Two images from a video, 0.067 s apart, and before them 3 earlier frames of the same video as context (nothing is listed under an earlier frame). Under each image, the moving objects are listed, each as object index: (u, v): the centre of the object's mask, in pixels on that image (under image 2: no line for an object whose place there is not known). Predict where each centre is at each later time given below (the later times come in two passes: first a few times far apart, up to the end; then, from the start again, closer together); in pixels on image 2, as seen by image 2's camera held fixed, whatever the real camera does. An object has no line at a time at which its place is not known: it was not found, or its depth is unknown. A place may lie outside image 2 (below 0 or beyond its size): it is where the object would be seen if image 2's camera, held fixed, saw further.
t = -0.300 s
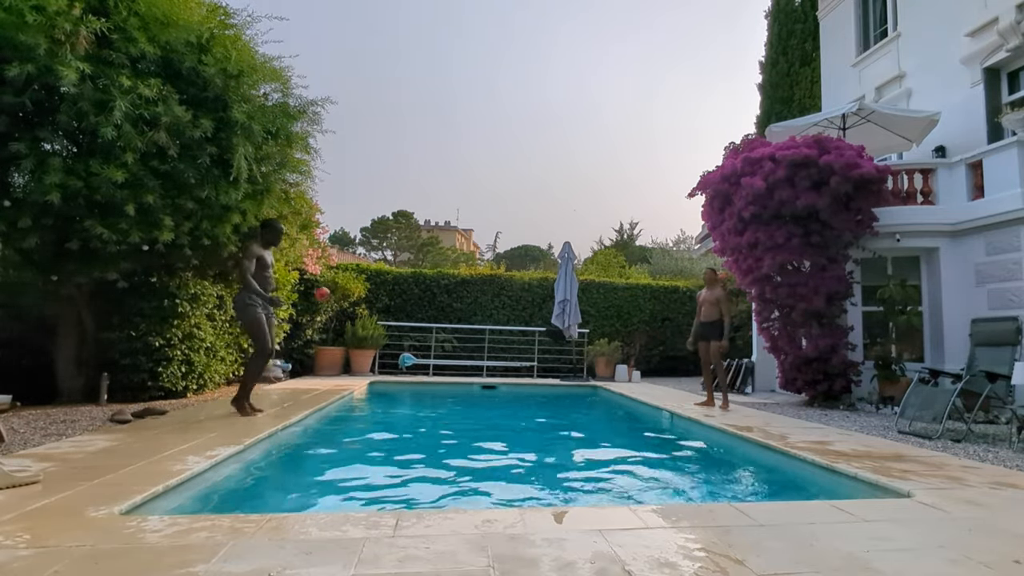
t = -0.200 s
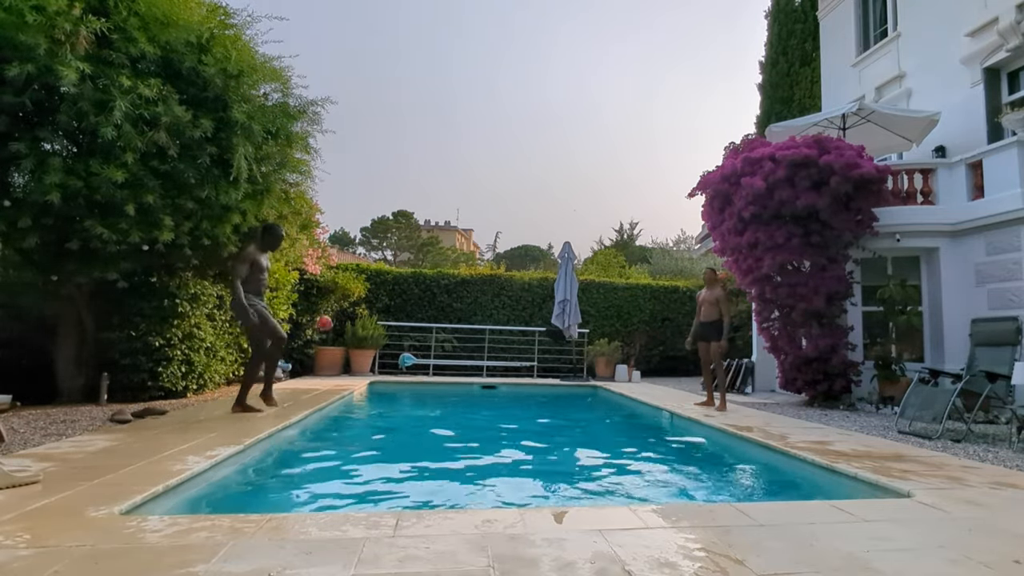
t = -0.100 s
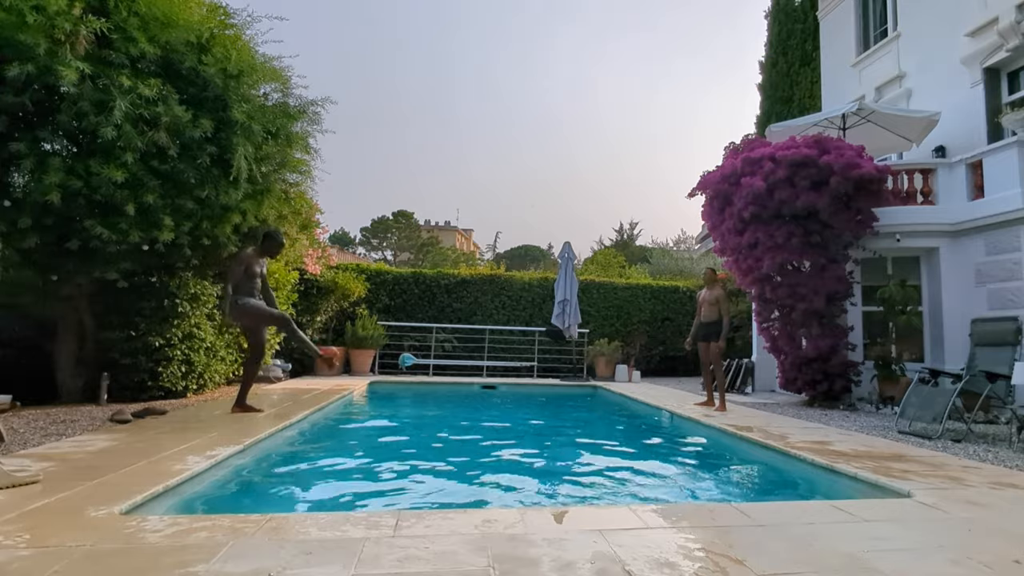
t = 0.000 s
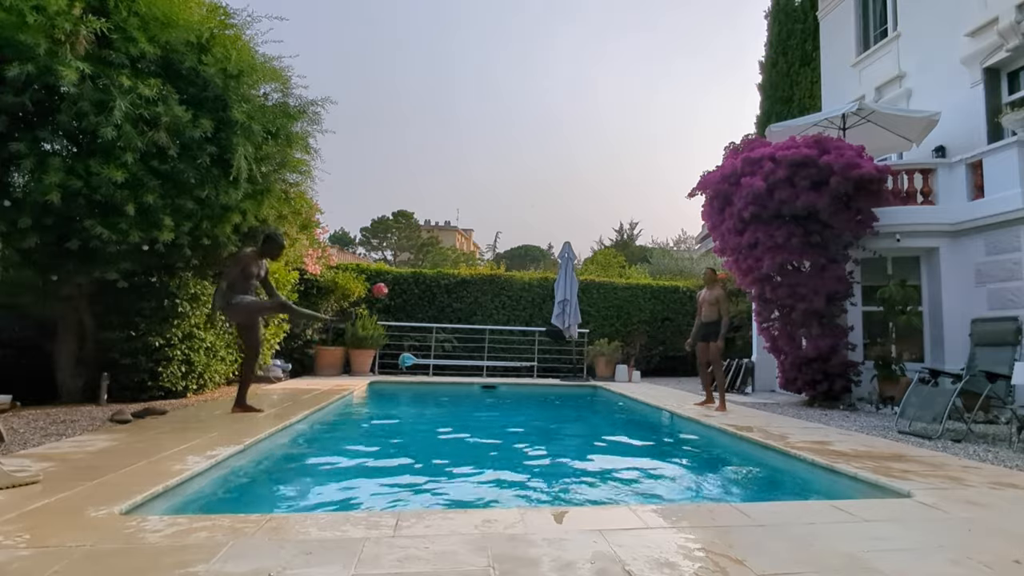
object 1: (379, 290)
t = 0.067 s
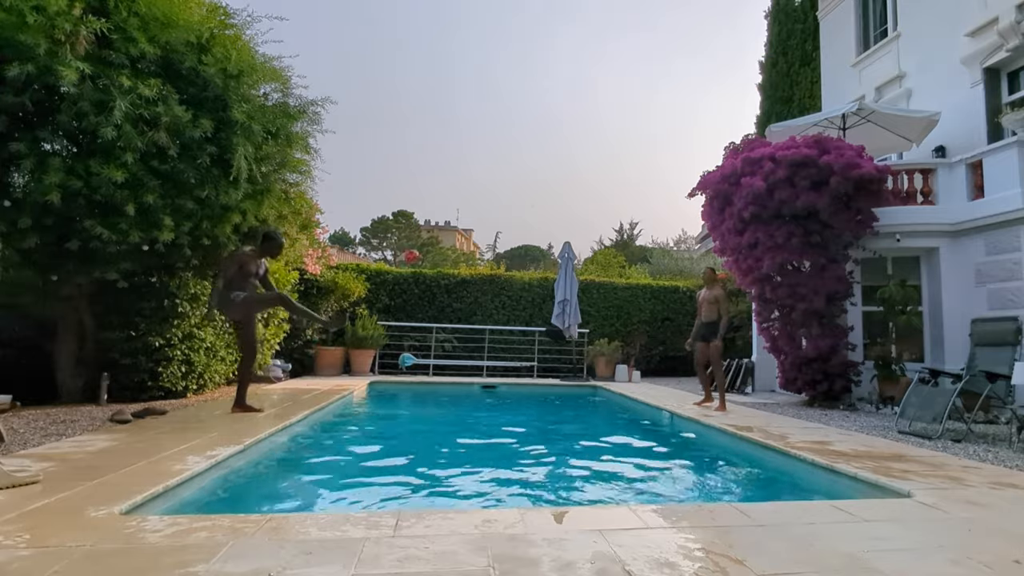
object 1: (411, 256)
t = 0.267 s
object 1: (495, 187)
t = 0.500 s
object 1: (584, 160)
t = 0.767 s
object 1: (675, 191)
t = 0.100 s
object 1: (426, 242)
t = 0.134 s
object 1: (440, 228)
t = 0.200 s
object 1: (469, 205)
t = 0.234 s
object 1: (482, 195)
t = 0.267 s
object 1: (495, 187)
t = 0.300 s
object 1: (508, 179)
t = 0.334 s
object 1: (521, 173)
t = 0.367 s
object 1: (534, 168)
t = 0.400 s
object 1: (547, 165)
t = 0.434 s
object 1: (559, 162)
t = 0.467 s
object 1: (572, 160)
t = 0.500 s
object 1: (584, 160)
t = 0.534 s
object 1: (596, 160)
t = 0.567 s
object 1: (608, 162)
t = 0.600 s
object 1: (619, 164)
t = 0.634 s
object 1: (631, 168)
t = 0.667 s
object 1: (642, 172)
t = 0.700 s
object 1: (653, 178)
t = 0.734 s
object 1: (664, 184)
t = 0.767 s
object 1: (675, 191)
